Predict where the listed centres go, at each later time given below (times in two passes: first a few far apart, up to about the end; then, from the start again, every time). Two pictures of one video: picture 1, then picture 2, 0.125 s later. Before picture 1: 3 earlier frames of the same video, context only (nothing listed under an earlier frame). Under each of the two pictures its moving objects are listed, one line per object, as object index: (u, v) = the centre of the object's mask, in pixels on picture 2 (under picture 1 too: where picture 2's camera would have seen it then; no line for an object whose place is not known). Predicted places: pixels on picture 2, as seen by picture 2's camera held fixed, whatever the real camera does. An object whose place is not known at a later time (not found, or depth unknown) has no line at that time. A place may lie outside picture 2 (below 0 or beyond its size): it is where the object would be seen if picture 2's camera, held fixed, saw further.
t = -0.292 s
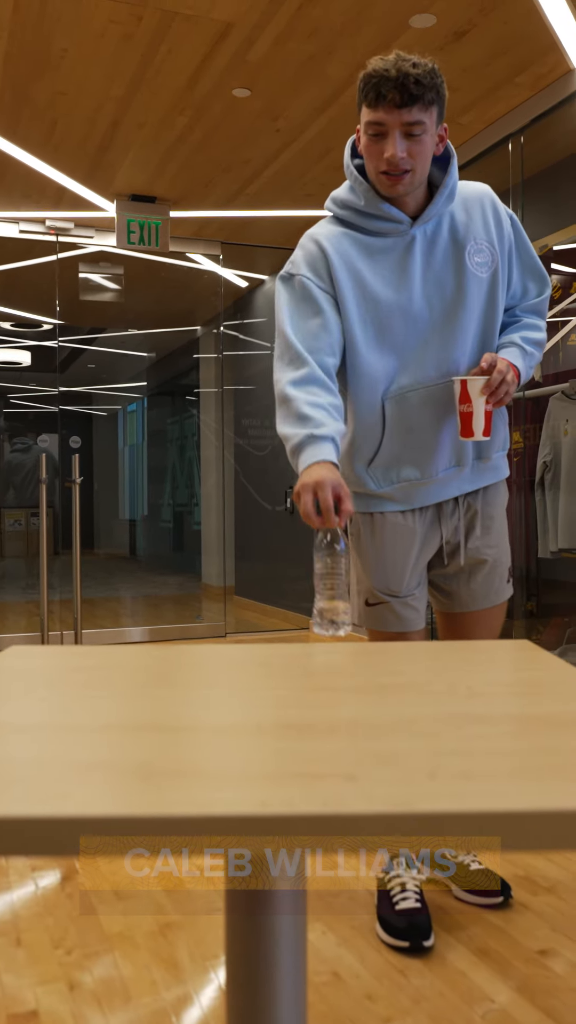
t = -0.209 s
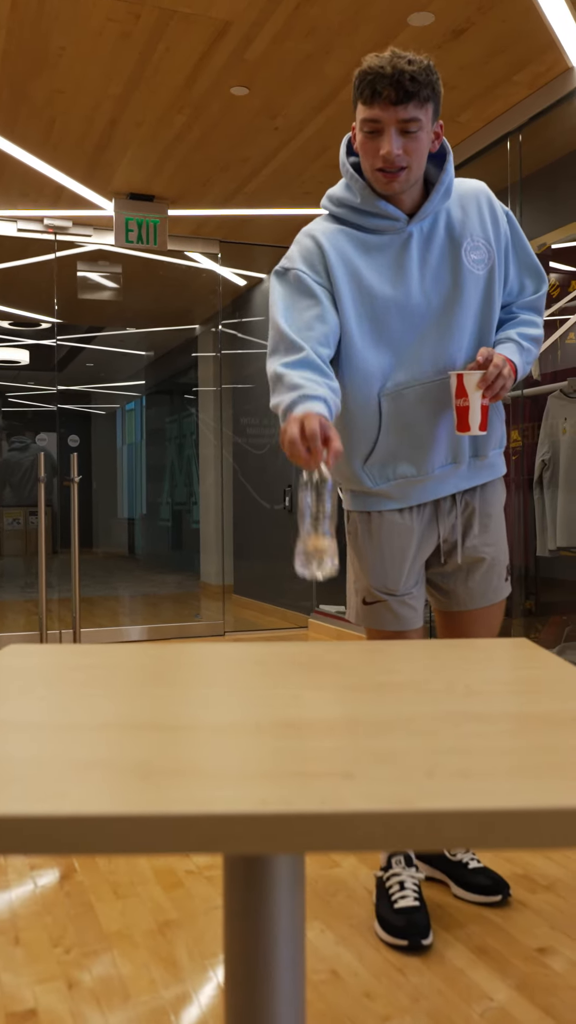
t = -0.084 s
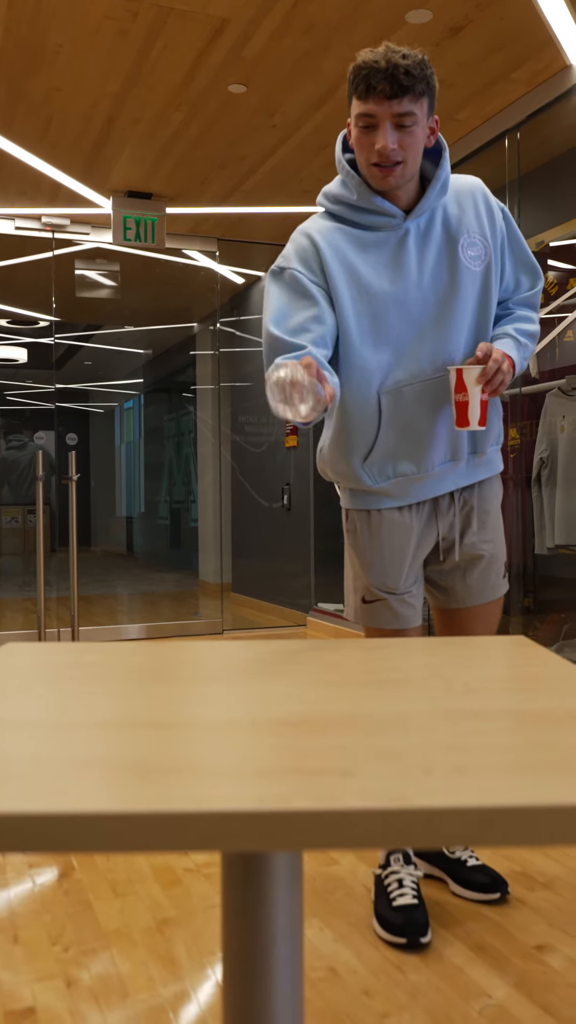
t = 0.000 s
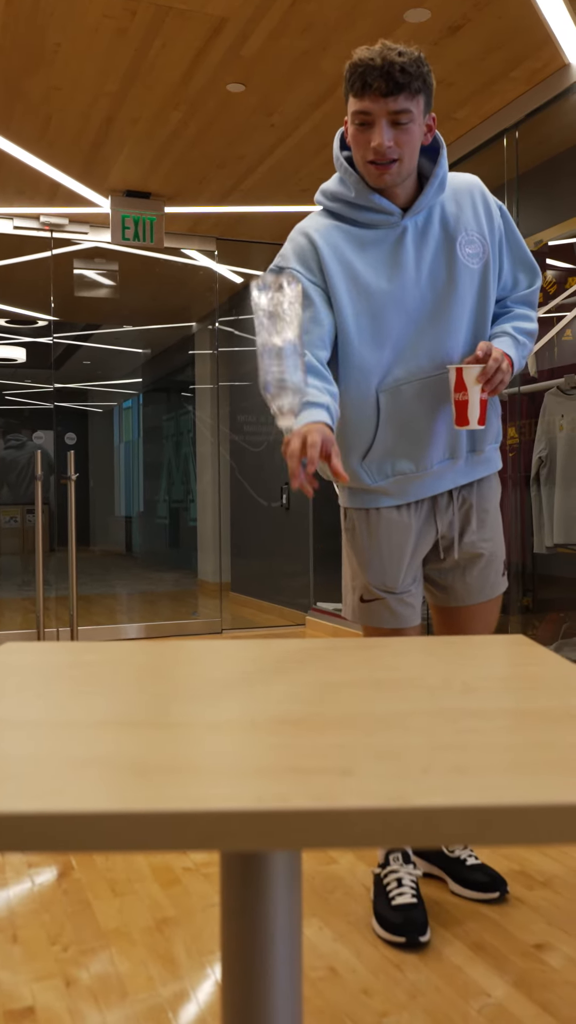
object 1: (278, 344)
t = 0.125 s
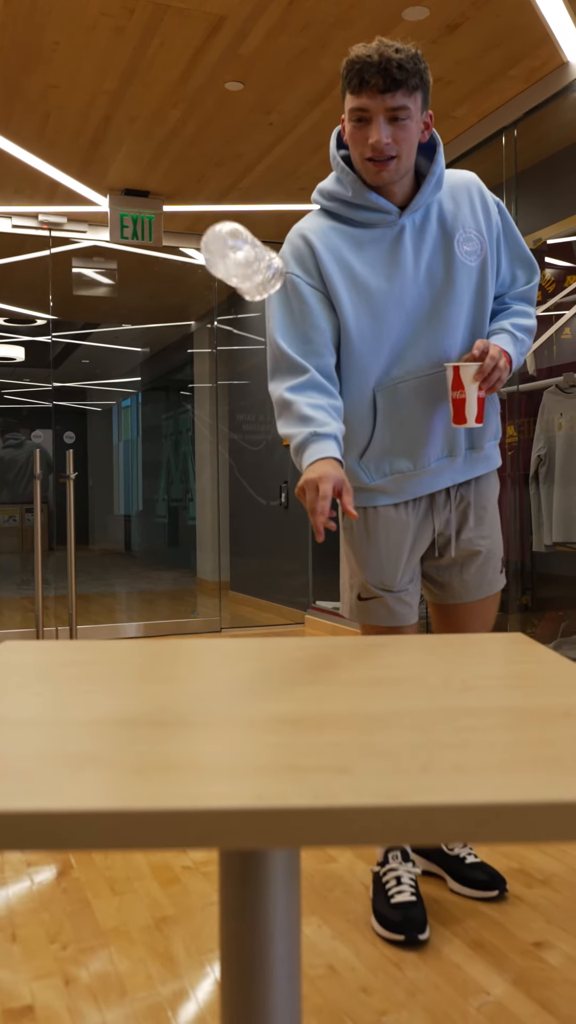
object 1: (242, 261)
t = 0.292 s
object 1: (208, 411)
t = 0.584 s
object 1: (151, 684)
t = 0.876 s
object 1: (163, 691)
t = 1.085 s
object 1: (168, 692)
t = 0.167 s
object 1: (236, 269)
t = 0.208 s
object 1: (225, 301)
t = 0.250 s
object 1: (218, 336)
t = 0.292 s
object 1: (208, 411)
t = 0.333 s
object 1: (201, 477)
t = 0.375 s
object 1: (190, 603)
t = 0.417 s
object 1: (173, 622)
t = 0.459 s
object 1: (162, 660)
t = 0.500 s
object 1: (159, 679)
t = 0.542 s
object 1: (152, 682)
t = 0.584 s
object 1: (151, 684)
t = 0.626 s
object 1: (154, 685)
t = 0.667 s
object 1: (157, 686)
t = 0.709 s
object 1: (159, 686)
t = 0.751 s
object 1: (159, 687)
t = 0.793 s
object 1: (159, 688)
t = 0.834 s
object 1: (161, 689)
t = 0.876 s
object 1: (163, 691)
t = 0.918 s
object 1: (163, 691)
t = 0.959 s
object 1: (165, 691)
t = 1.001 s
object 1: (167, 691)
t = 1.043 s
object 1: (169, 692)
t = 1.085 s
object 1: (168, 692)
